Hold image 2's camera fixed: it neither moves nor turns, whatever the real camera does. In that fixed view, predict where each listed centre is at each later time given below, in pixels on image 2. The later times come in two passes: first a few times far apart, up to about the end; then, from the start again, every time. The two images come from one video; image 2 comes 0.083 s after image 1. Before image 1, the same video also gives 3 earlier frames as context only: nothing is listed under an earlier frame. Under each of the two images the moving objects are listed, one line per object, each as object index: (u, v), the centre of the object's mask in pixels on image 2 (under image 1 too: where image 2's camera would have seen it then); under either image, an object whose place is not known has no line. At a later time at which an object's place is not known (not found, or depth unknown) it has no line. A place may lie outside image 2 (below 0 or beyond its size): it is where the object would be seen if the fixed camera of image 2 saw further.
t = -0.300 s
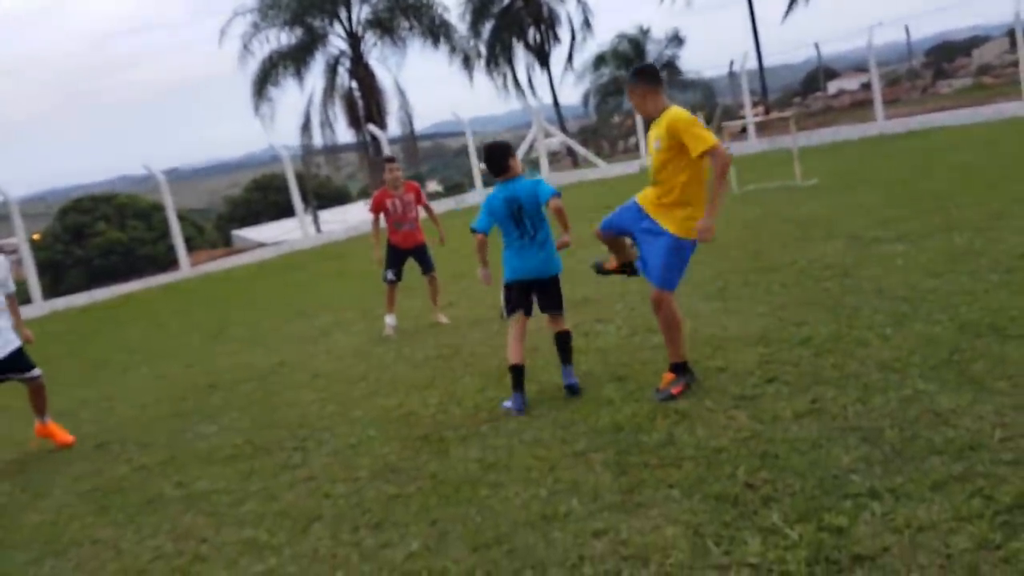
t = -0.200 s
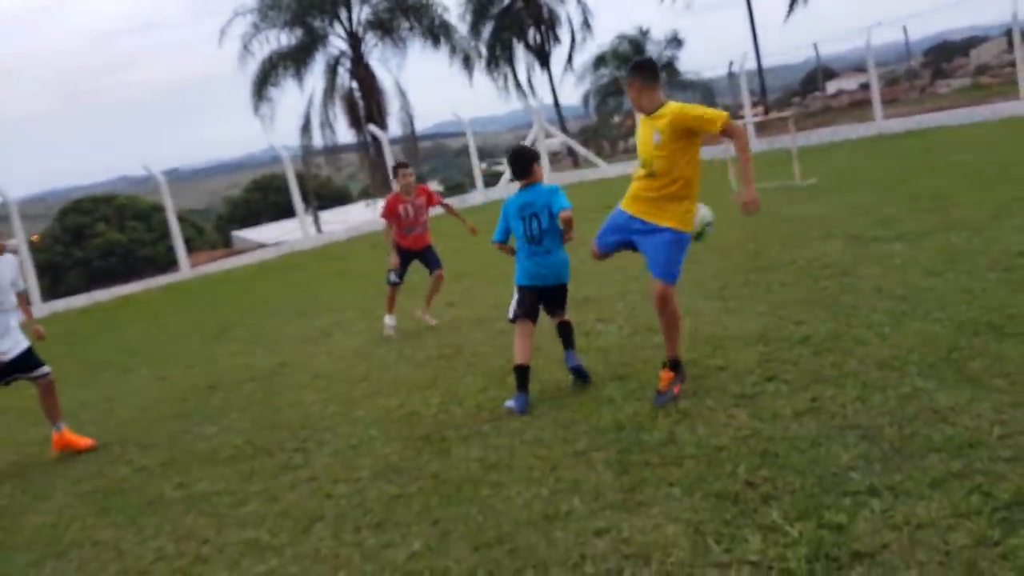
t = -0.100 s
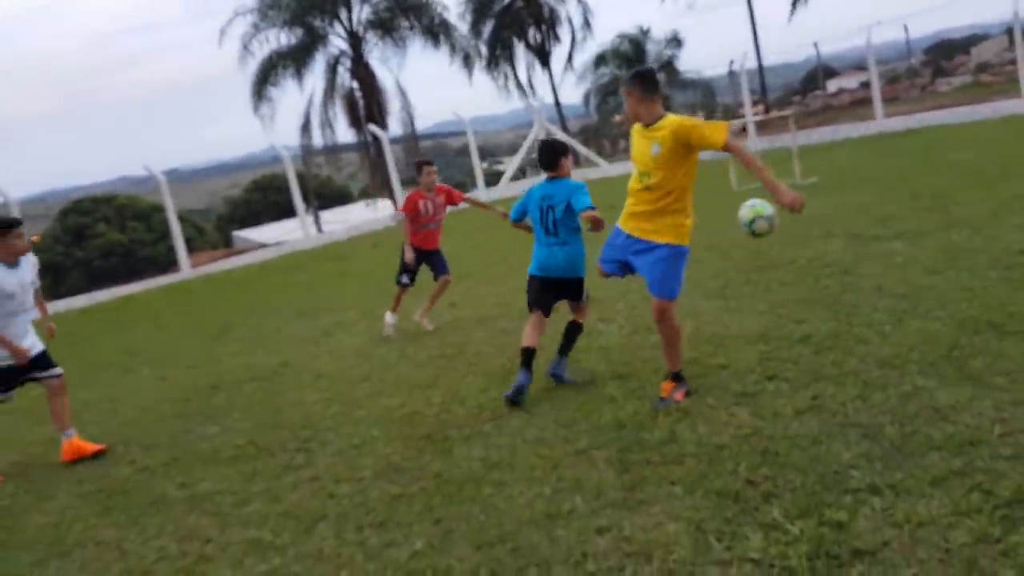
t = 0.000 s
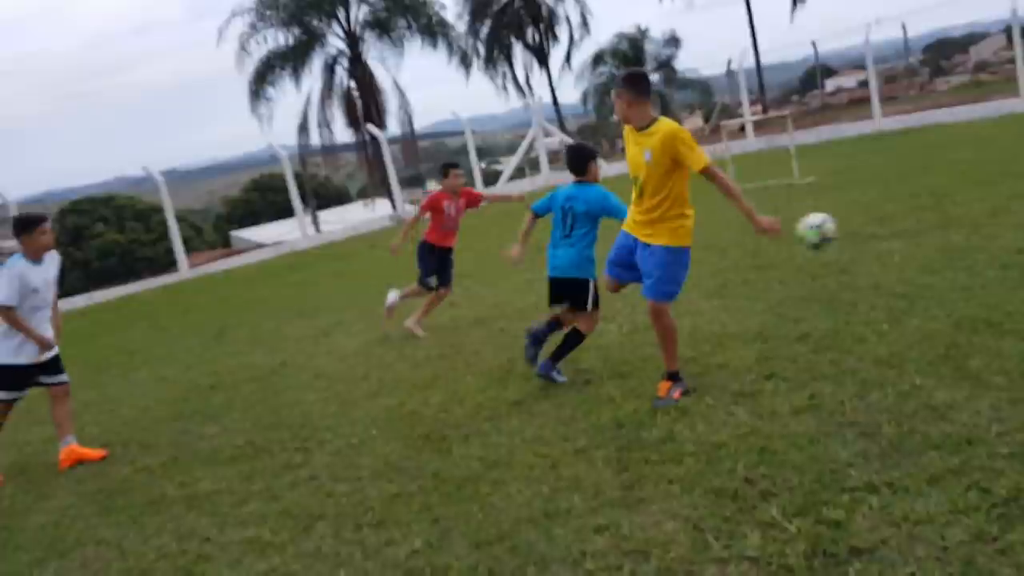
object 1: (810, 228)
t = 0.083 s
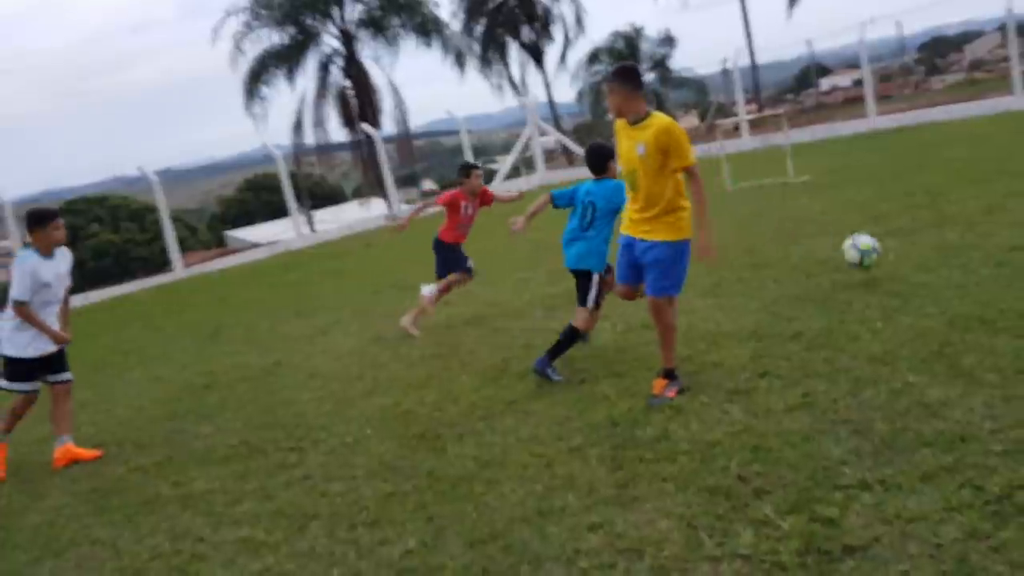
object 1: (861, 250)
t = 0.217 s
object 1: (909, 222)
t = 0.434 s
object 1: (971, 187)
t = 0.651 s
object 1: (1034, 190)
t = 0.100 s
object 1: (871, 258)
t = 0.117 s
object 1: (880, 262)
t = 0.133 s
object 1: (885, 257)
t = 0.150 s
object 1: (889, 247)
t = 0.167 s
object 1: (894, 239)
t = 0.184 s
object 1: (899, 234)
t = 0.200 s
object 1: (905, 226)
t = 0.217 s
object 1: (909, 222)
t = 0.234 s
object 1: (913, 216)
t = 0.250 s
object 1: (918, 212)
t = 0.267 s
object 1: (922, 206)
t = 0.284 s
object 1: (927, 202)
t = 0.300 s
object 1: (932, 198)
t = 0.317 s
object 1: (937, 195)
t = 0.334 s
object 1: (942, 193)
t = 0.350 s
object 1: (946, 192)
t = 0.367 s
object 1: (951, 188)
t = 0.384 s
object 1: (957, 189)
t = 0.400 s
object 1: (962, 188)
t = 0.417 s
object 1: (966, 187)
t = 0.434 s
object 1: (971, 187)
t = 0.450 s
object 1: (976, 188)
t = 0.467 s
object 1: (981, 189)
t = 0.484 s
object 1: (986, 191)
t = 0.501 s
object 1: (993, 191)
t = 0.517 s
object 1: (997, 194)
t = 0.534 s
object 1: (1002, 194)
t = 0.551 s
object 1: (1008, 198)
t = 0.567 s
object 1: (1013, 203)
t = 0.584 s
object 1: (1018, 206)
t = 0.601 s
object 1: (1022, 203)
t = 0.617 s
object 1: (1027, 200)
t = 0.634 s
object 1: (1030, 194)
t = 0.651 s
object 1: (1034, 190)
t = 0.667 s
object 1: (1037, 186)
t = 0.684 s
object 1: (1040, 183)
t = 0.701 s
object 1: (1045, 179)
